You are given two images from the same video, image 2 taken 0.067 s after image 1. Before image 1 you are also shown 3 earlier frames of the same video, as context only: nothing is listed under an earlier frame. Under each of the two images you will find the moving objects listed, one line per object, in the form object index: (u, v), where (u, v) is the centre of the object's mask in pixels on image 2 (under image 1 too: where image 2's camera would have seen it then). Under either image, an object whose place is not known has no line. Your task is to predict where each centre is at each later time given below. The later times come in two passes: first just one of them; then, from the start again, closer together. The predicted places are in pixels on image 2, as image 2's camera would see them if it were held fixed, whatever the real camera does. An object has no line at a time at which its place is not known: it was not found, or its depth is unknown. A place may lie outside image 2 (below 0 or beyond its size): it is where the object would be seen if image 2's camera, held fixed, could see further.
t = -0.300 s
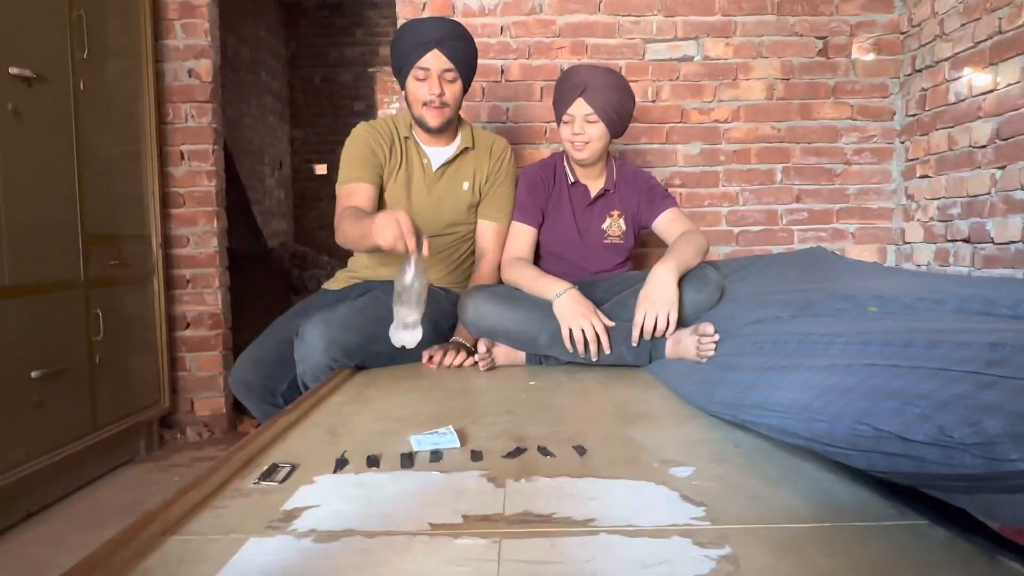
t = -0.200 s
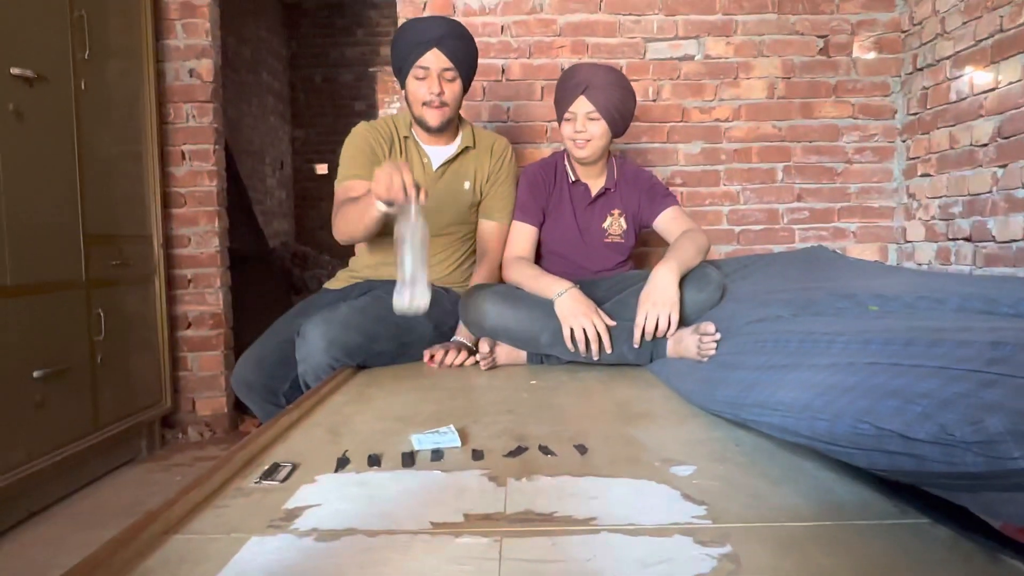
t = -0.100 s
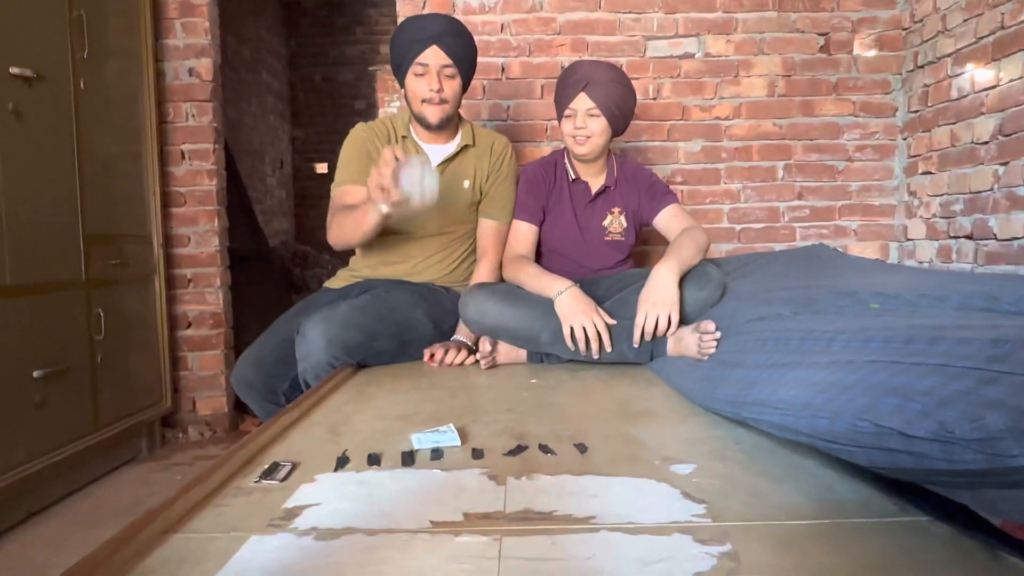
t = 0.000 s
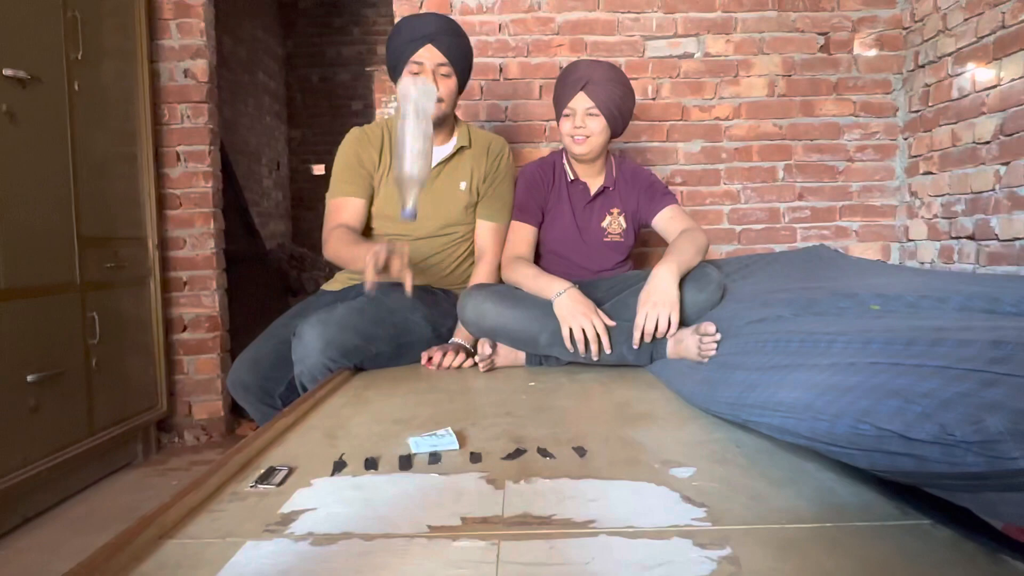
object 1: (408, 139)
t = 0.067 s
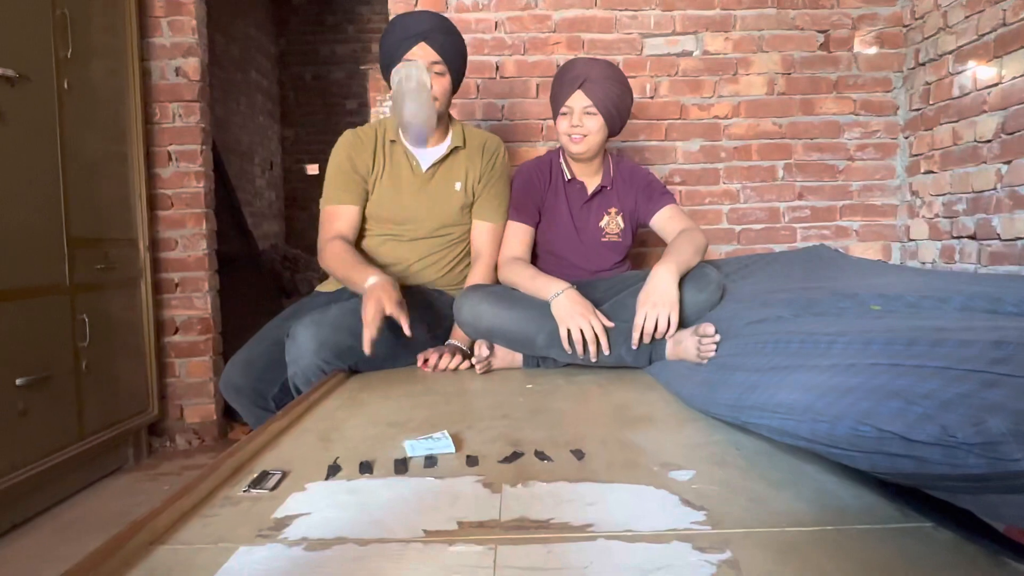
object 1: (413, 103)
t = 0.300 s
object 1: (420, 190)
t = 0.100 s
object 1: (414, 90)
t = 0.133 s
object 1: (416, 84)
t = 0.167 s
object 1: (417, 86)
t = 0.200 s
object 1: (418, 99)
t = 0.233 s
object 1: (419, 124)
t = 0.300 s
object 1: (420, 190)
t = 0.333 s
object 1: (421, 235)
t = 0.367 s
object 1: (423, 281)
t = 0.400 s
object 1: (424, 328)
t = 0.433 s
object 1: (426, 358)
